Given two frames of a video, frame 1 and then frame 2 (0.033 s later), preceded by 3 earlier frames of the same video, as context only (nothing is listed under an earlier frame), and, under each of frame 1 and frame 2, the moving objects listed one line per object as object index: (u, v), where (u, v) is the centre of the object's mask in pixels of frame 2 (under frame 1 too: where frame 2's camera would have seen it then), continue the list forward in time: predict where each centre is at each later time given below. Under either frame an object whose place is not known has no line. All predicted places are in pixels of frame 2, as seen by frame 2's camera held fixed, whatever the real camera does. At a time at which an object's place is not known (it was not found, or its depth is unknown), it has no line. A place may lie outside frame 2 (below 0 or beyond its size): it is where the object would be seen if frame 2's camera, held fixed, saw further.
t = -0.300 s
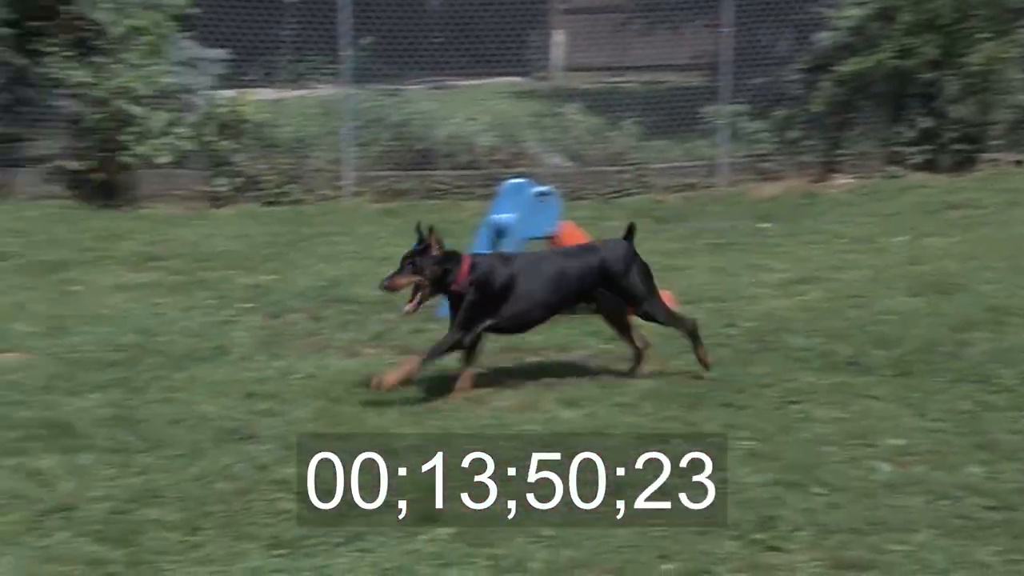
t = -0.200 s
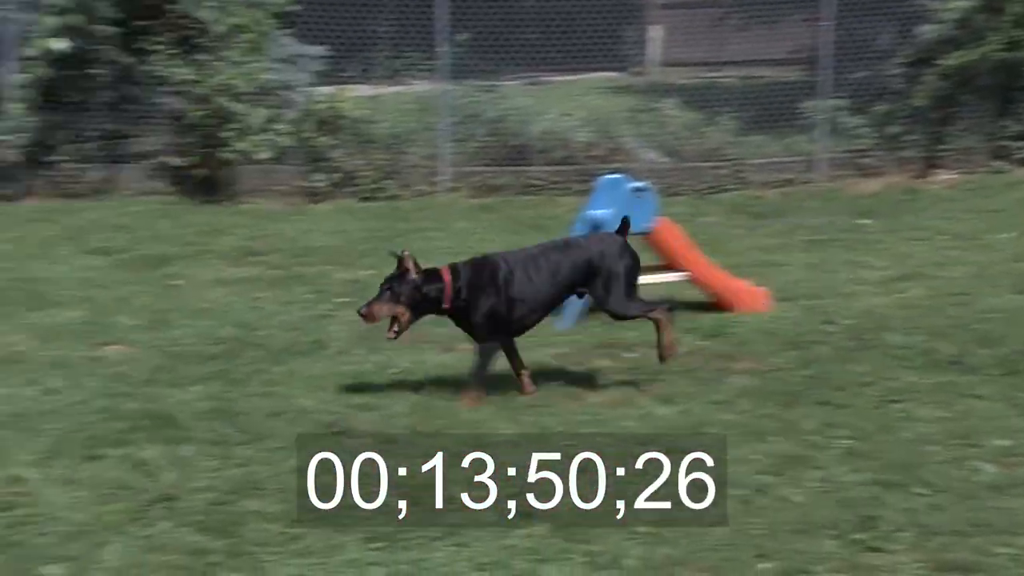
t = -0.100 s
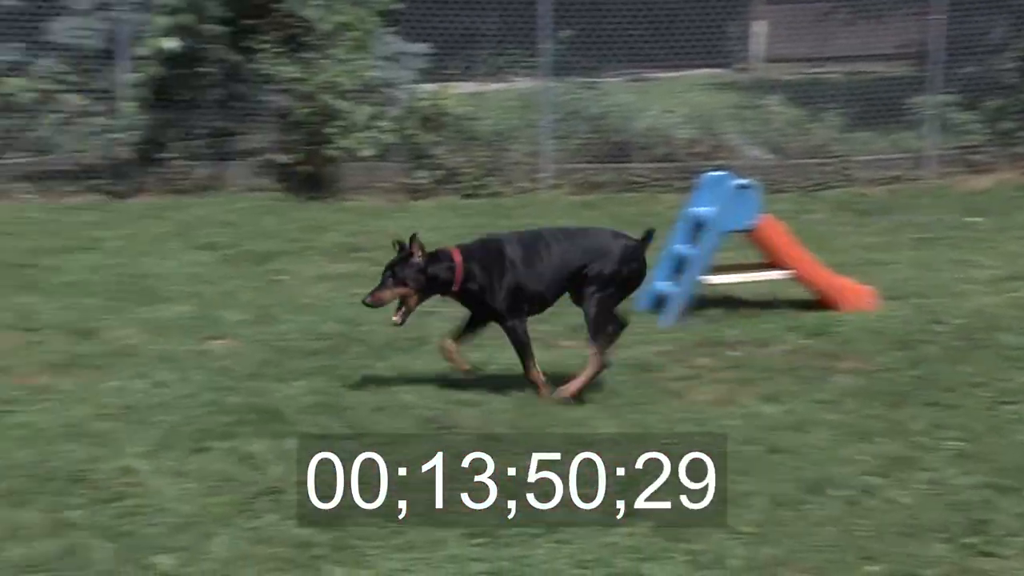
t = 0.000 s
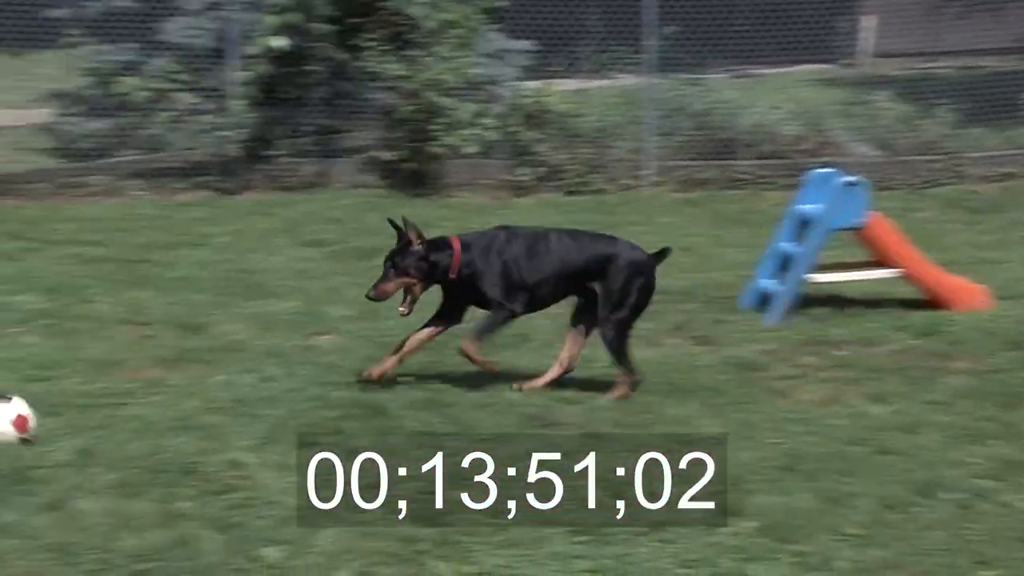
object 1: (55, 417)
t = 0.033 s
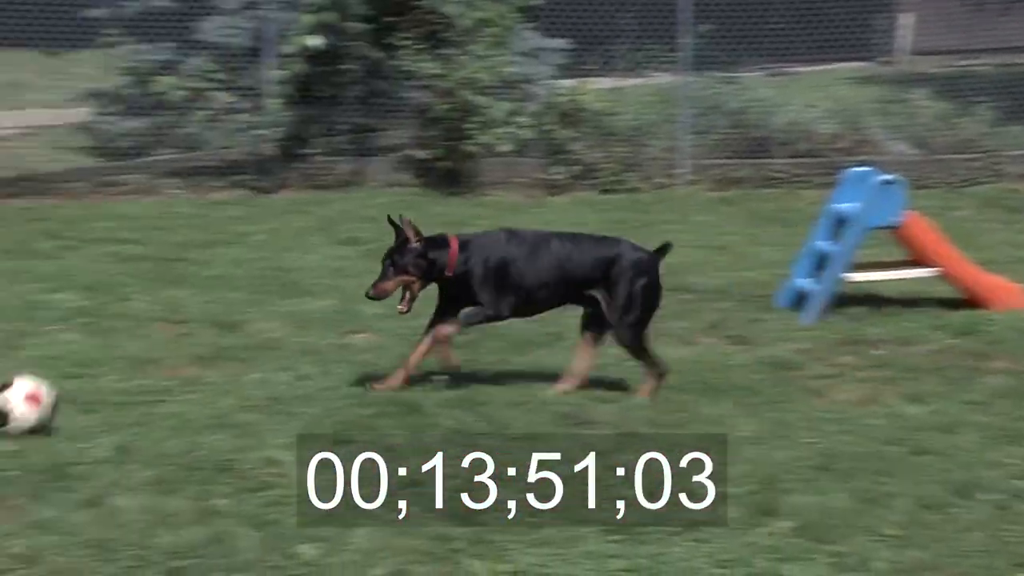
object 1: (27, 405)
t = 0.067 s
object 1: (6, 390)
